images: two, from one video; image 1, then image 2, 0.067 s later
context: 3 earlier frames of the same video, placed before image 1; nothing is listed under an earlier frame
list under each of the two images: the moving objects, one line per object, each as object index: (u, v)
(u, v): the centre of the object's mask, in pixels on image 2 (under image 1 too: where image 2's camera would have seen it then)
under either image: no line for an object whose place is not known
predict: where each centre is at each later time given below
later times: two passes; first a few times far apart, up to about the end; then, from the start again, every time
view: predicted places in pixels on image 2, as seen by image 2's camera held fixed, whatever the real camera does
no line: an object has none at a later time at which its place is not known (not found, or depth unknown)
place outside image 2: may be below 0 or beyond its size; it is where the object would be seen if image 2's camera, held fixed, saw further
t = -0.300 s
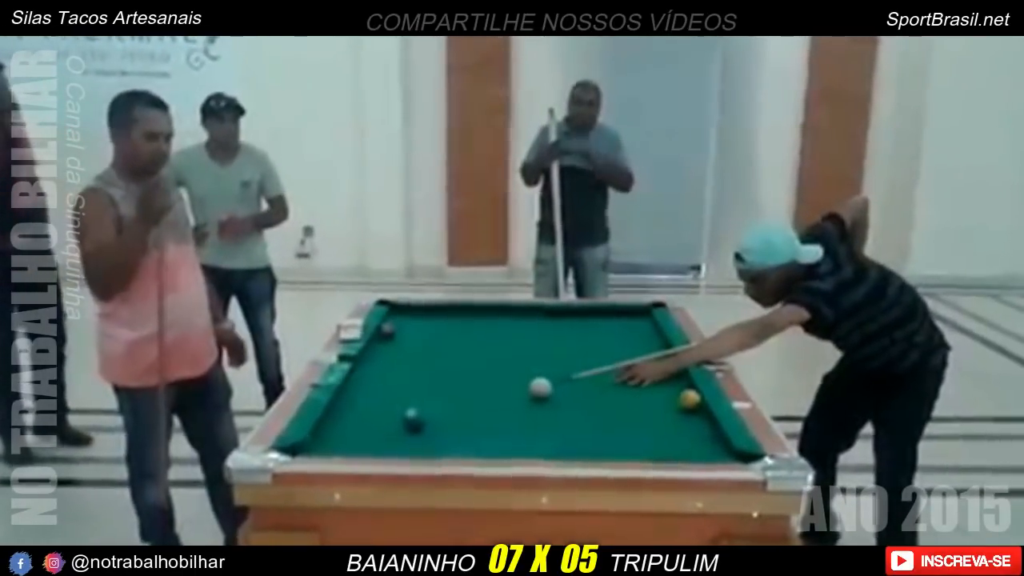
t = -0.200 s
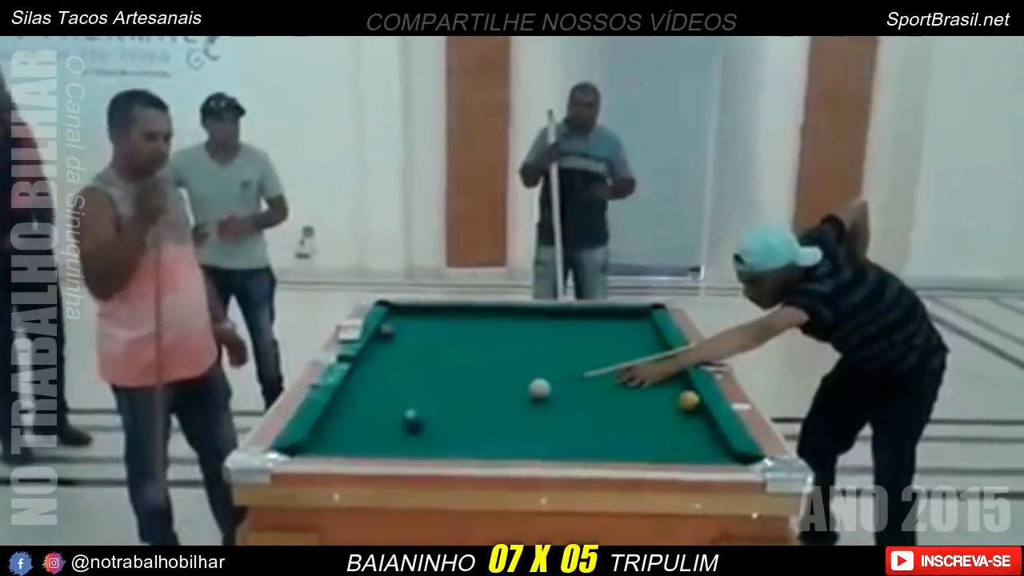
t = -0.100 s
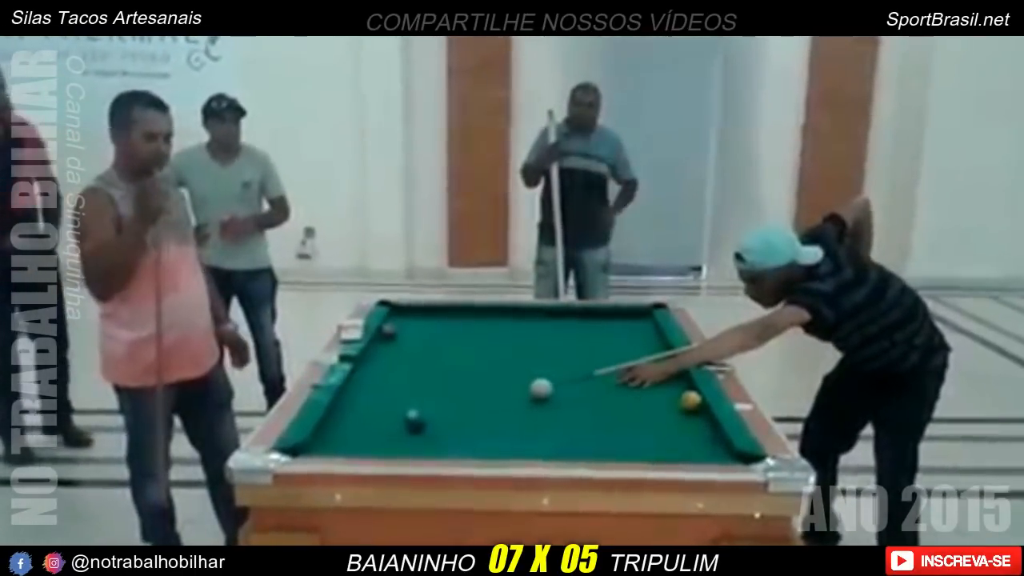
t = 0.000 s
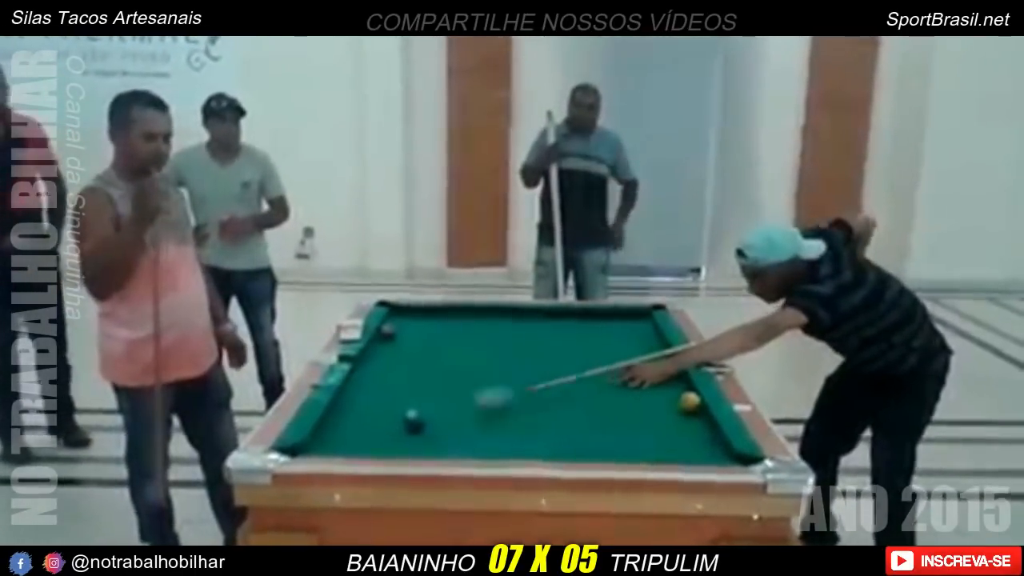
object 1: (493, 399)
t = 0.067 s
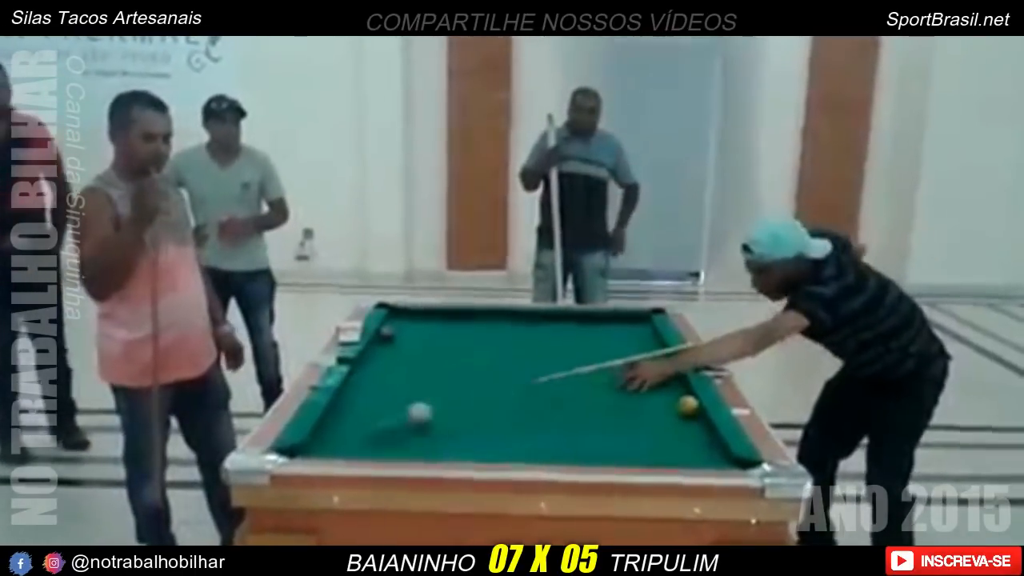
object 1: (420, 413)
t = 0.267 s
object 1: (333, 420)
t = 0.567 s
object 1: (420, 446)
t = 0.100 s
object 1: (405, 413)
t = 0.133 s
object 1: (390, 414)
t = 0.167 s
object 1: (376, 415)
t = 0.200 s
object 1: (359, 416)
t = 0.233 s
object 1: (342, 418)
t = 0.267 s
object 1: (333, 420)
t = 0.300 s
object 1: (344, 423)
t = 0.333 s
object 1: (356, 426)
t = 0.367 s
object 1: (366, 429)
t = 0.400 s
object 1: (375, 432)
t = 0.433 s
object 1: (383, 435)
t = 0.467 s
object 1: (392, 438)
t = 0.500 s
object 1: (401, 440)
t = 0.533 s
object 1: (410, 444)
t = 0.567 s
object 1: (420, 446)
